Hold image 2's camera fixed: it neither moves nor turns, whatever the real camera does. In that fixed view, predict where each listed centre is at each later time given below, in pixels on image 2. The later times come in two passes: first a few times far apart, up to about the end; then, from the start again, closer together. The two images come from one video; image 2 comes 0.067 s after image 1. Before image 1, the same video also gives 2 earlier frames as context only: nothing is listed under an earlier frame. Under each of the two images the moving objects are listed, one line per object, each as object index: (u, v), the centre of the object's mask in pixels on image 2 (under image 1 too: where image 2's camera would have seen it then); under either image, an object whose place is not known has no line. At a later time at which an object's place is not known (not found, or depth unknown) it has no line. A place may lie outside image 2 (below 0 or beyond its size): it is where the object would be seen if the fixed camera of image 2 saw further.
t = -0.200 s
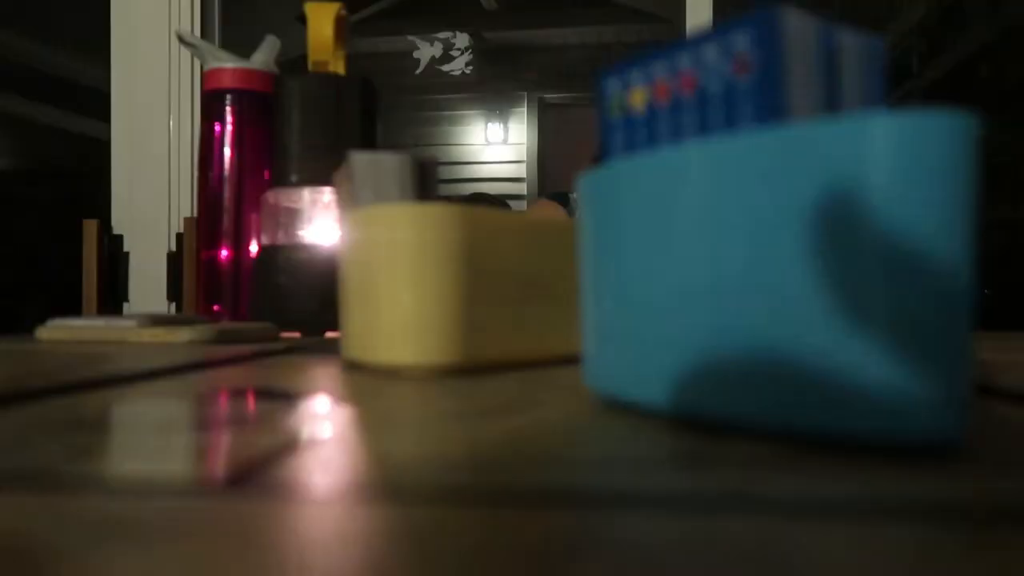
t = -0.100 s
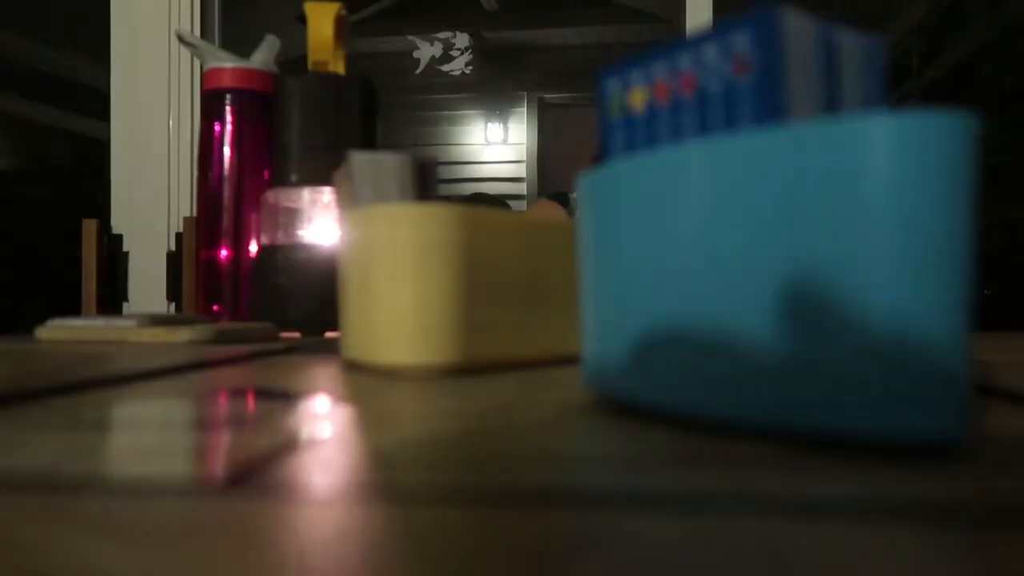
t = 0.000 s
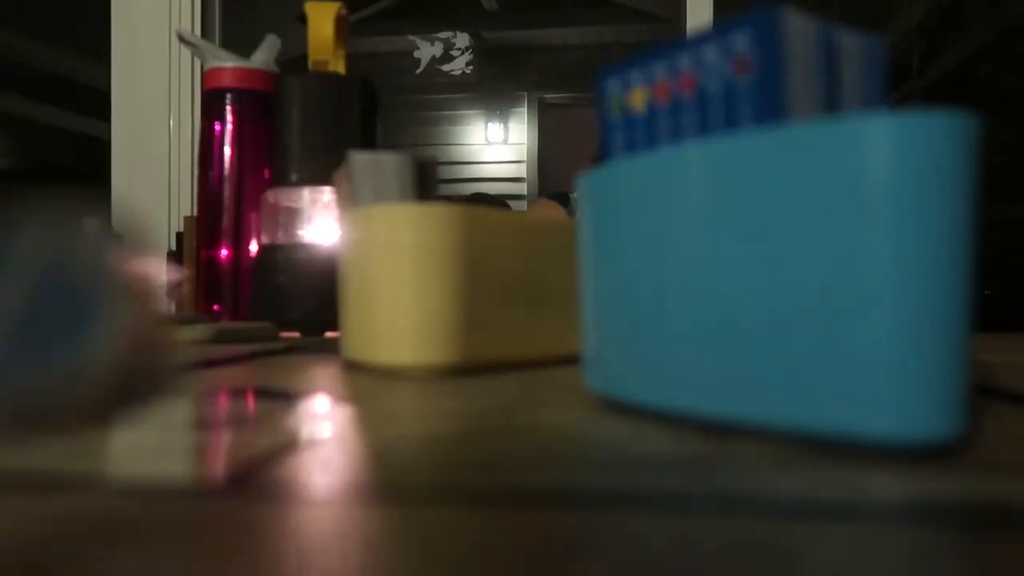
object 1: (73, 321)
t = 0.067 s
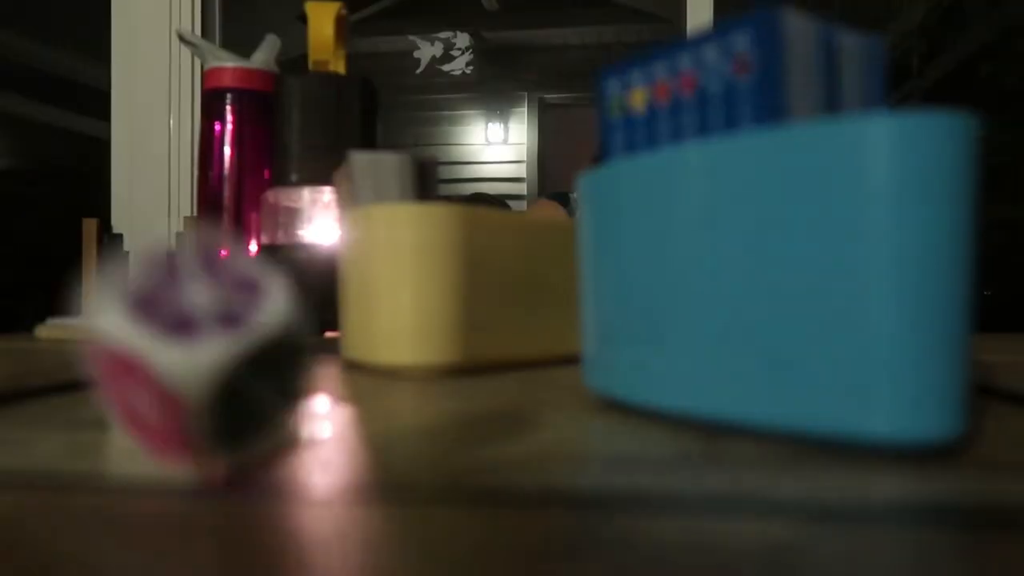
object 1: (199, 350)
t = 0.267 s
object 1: (403, 347)
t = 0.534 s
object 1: (507, 345)
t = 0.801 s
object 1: (544, 344)
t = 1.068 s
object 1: (544, 344)
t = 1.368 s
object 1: (544, 344)
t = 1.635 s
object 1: (544, 344)
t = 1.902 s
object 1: (544, 344)
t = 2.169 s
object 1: (544, 344)
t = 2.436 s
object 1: (544, 344)
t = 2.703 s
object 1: (544, 344)
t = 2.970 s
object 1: (544, 344)
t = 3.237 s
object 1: (544, 344)
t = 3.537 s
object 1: (544, 344)
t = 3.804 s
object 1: (544, 344)
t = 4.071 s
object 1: (544, 344)
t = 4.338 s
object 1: (544, 344)
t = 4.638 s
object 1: (544, 344)
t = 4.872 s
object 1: (544, 344)
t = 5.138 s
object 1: (544, 344)
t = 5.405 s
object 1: (544, 344)
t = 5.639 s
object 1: (544, 344)
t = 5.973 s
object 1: (544, 344)
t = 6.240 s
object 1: (544, 344)
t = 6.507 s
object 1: (544, 344)
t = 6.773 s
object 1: (544, 344)
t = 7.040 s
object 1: (544, 344)
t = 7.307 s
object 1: (544, 344)
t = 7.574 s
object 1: (544, 344)
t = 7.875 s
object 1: (544, 344)
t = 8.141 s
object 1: (543, 344)
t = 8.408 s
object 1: (543, 344)
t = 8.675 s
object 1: (543, 343)
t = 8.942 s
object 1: (543, 344)
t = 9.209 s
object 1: (543, 344)
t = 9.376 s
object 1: (543, 344)
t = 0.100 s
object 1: (246, 365)
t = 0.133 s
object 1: (279, 357)
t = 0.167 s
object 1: (306, 360)
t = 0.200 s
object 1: (344, 357)
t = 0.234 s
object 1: (374, 367)
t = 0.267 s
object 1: (403, 347)
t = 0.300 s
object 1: (426, 350)
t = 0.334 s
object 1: (443, 359)
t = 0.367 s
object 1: (457, 345)
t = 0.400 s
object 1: (468, 343)
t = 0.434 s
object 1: (477, 347)
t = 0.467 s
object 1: (487, 346)
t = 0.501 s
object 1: (497, 347)
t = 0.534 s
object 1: (507, 345)
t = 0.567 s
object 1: (516, 346)
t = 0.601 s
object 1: (524, 346)
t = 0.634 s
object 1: (532, 346)
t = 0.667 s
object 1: (537, 345)
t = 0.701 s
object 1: (540, 345)
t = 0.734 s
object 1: (542, 344)
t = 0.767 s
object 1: (543, 344)
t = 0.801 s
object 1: (544, 344)
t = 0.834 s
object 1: (544, 344)
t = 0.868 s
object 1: (544, 344)
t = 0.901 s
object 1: (544, 344)
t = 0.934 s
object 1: (544, 344)
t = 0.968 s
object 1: (544, 344)
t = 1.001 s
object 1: (544, 344)
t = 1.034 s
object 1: (544, 344)
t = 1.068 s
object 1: (544, 344)
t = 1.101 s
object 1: (544, 344)
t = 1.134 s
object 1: (544, 344)
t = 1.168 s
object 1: (544, 344)
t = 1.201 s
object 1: (544, 344)
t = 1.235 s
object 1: (544, 344)
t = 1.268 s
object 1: (544, 344)
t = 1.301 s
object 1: (544, 344)
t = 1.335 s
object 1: (544, 344)
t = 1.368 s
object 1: (544, 344)
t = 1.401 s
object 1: (544, 344)
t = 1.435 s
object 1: (544, 344)
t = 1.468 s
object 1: (544, 344)
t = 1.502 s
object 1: (544, 344)
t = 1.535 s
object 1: (544, 344)
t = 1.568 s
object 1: (544, 344)
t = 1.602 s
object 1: (544, 344)
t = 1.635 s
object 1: (544, 344)
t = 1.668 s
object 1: (544, 344)
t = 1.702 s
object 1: (544, 344)
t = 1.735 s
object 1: (544, 344)
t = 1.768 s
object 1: (544, 344)
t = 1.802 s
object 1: (544, 344)
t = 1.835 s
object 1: (544, 344)
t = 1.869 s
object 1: (544, 344)
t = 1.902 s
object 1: (544, 344)
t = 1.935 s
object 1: (544, 344)
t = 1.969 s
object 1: (544, 344)
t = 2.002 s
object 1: (544, 344)
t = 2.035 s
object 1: (544, 344)
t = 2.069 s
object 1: (544, 344)
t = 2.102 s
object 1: (544, 344)
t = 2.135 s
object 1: (544, 344)
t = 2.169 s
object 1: (544, 344)
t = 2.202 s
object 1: (544, 344)
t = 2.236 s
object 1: (544, 344)
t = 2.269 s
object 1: (544, 344)
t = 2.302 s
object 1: (544, 344)
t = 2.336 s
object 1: (544, 344)
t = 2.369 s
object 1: (544, 344)
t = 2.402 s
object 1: (544, 344)
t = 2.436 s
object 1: (544, 344)
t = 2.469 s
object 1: (544, 344)
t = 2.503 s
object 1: (544, 344)
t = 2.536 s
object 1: (544, 344)
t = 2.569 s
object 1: (544, 344)
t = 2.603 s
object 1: (544, 344)
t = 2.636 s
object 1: (544, 344)
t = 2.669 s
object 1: (544, 344)
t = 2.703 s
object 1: (544, 344)
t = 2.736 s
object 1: (544, 344)
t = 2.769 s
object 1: (544, 344)
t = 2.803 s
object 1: (544, 344)
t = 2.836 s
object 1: (544, 344)
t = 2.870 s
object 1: (544, 344)
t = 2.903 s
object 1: (544, 344)
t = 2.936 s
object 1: (544, 344)
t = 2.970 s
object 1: (544, 344)
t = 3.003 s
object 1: (544, 344)
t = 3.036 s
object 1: (544, 344)
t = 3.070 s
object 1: (544, 344)
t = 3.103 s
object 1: (544, 344)
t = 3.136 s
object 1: (544, 344)
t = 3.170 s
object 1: (544, 344)
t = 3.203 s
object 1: (544, 344)
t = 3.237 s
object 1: (544, 344)
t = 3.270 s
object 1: (544, 344)
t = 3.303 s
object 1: (544, 344)
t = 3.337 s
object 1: (544, 344)
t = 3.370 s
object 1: (544, 344)
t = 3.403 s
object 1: (544, 344)
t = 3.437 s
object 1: (544, 344)
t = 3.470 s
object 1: (544, 344)
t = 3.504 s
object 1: (544, 344)
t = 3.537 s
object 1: (544, 344)
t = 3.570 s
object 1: (544, 344)
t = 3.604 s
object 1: (544, 344)
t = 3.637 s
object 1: (544, 344)
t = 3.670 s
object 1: (544, 344)
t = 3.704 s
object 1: (544, 344)
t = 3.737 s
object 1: (544, 344)
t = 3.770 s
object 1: (544, 344)
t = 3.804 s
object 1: (544, 344)
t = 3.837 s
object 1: (544, 344)
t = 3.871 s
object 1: (544, 344)
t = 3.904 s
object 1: (544, 344)
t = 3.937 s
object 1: (544, 344)
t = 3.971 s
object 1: (544, 344)
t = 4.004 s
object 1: (544, 344)
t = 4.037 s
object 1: (544, 344)
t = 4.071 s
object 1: (544, 344)
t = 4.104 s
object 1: (544, 344)
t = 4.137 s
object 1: (544, 344)
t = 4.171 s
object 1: (544, 344)
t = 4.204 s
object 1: (544, 344)
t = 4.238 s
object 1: (544, 344)
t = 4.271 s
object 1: (544, 344)
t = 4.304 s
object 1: (544, 344)
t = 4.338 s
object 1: (544, 344)
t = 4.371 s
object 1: (544, 344)
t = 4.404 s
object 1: (544, 344)
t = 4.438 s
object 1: (544, 344)
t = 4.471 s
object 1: (544, 344)
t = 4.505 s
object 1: (544, 344)
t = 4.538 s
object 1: (544, 344)
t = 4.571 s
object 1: (544, 344)
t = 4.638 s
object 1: (544, 344)
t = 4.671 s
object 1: (544, 344)
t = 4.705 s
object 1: (544, 344)
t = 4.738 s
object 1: (544, 344)
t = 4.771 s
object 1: (544, 344)
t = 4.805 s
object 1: (544, 344)
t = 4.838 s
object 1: (544, 344)
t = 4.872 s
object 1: (544, 344)
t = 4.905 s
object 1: (544, 344)
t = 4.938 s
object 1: (544, 344)
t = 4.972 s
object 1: (544, 344)
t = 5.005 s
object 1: (544, 344)
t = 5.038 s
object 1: (544, 344)
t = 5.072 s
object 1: (544, 344)
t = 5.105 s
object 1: (544, 344)
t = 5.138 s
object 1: (544, 344)
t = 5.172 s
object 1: (544, 344)
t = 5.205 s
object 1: (544, 344)
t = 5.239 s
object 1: (544, 344)
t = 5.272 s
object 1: (544, 344)
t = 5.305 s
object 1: (544, 344)
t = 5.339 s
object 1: (544, 344)
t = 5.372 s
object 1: (544, 344)
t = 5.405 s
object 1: (544, 344)
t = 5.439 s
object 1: (544, 344)
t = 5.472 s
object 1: (544, 344)
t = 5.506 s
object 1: (544, 344)
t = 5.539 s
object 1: (544, 344)
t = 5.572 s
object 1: (544, 344)
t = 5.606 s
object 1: (544, 344)
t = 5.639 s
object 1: (544, 344)
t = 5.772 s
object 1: (544, 344)
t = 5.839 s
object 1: (544, 344)
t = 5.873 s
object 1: (544, 344)
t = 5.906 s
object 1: (544, 344)
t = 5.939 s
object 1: (544, 344)
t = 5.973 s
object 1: (544, 344)
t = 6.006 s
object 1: (544, 344)
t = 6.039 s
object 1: (543, 344)
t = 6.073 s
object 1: (542, 344)
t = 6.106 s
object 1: (543, 344)
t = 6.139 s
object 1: (543, 344)
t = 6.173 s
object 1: (543, 344)
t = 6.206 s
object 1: (543, 344)
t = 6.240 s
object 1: (544, 344)
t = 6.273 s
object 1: (544, 344)
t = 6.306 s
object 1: (544, 344)
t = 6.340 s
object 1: (544, 344)
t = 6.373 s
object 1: (543, 344)
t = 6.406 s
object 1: (543, 344)
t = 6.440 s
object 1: (544, 344)
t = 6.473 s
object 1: (544, 344)
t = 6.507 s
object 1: (544, 344)
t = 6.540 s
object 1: (544, 344)
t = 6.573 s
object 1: (544, 344)
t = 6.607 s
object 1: (544, 344)
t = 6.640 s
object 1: (544, 344)
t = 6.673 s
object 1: (544, 344)
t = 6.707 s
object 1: (544, 344)
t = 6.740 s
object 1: (544, 344)
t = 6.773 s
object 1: (544, 344)
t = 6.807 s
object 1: (544, 344)
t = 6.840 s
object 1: (544, 344)
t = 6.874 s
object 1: (544, 344)
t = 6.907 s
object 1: (544, 344)
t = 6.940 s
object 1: (544, 344)
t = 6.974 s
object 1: (544, 344)
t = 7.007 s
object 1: (544, 344)
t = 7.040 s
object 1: (544, 344)
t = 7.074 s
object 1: (544, 344)
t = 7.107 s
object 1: (544, 344)
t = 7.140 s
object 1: (544, 344)
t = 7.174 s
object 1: (544, 344)
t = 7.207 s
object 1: (544, 344)
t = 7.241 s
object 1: (544, 344)
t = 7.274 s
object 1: (544, 344)
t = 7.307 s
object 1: (544, 344)
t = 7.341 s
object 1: (544, 344)
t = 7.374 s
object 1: (544, 344)
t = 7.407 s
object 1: (544, 344)
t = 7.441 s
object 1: (544, 344)
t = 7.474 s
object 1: (544, 344)
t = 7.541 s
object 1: (544, 344)
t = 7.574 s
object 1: (544, 344)
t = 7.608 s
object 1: (544, 344)
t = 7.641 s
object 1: (544, 344)
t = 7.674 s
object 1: (544, 344)
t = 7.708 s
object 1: (544, 344)
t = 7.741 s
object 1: (544, 344)
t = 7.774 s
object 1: (544, 344)
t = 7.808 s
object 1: (544, 344)
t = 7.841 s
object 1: (544, 344)
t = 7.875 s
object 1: (544, 344)
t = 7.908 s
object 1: (544, 344)
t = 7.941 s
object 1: (544, 344)
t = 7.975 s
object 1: (544, 344)
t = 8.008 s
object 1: (544, 344)
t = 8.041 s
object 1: (543, 344)
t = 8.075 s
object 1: (543, 344)
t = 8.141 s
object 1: (543, 344)
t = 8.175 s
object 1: (543, 344)
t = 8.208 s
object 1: (543, 344)
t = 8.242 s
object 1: (543, 344)
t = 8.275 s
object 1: (543, 344)
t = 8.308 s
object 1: (543, 344)
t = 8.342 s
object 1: (543, 344)
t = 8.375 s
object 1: (543, 344)
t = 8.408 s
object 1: (543, 344)
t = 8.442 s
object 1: (543, 344)
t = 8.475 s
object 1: (543, 344)
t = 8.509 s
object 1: (544, 344)
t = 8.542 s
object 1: (543, 344)
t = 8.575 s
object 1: (543, 344)
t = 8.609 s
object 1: (543, 344)
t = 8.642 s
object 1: (543, 343)
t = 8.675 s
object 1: (543, 343)
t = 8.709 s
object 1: (543, 344)
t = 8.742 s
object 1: (543, 344)
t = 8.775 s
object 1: (543, 344)
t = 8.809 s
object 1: (543, 344)
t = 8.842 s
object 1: (543, 344)
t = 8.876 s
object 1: (543, 344)
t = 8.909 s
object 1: (543, 344)
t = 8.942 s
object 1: (543, 344)
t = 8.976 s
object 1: (543, 344)
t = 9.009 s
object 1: (543, 344)
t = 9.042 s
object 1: (543, 344)
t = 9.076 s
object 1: (543, 344)
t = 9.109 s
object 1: (544, 344)
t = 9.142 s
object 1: (543, 344)
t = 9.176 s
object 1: (543, 344)
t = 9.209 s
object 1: (543, 344)
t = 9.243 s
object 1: (543, 344)
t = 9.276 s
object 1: (543, 344)
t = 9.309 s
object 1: (543, 344)
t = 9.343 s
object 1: (543, 344)
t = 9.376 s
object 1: (543, 344)
